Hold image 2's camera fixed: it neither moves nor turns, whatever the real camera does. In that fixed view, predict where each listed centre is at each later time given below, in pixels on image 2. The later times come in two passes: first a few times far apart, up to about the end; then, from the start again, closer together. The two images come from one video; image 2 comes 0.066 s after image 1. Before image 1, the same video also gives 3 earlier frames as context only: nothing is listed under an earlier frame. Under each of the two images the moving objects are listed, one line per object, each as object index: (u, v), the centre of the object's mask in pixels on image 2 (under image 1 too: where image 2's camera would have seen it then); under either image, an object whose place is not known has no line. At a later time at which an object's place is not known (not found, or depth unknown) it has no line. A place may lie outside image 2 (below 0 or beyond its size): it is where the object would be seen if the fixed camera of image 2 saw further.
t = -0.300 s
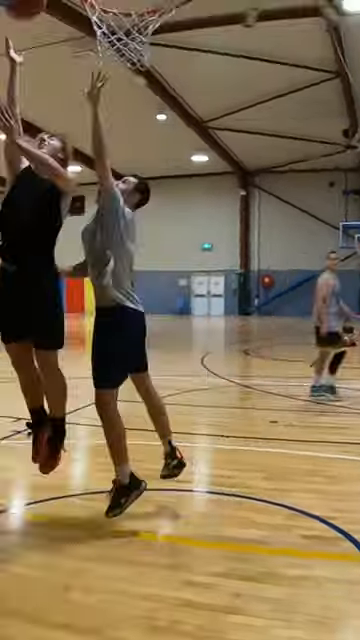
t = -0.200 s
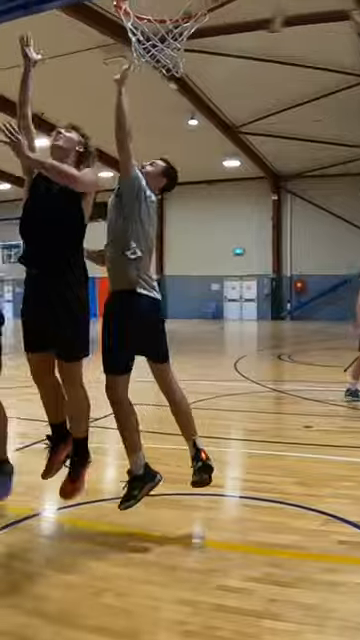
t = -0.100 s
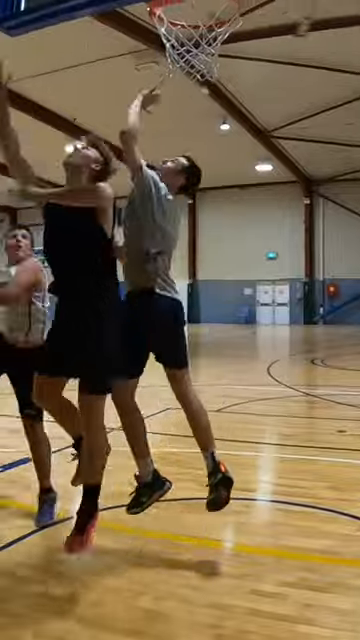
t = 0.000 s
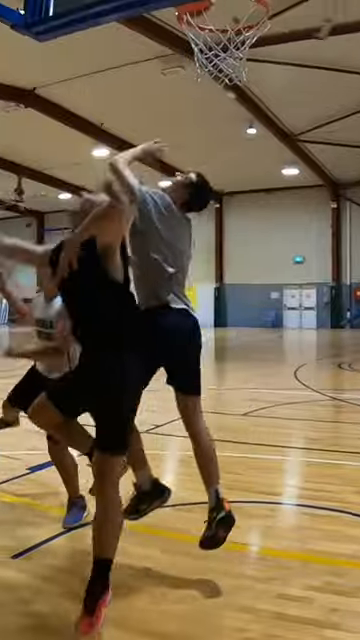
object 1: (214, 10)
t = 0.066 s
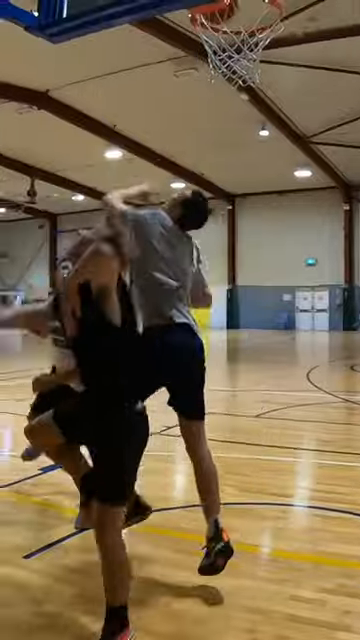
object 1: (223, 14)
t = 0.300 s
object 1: (269, 37)
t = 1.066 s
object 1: (207, 576)
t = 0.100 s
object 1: (231, 12)
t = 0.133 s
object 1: (237, 12)
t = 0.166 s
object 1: (241, 13)
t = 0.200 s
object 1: (248, 17)
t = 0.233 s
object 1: (254, 18)
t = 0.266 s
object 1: (258, 24)
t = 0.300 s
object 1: (269, 37)
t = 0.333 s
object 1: (273, 46)
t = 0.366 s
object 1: (271, 52)
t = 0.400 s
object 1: (269, 59)
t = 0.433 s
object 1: (267, 63)
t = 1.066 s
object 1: (207, 576)
